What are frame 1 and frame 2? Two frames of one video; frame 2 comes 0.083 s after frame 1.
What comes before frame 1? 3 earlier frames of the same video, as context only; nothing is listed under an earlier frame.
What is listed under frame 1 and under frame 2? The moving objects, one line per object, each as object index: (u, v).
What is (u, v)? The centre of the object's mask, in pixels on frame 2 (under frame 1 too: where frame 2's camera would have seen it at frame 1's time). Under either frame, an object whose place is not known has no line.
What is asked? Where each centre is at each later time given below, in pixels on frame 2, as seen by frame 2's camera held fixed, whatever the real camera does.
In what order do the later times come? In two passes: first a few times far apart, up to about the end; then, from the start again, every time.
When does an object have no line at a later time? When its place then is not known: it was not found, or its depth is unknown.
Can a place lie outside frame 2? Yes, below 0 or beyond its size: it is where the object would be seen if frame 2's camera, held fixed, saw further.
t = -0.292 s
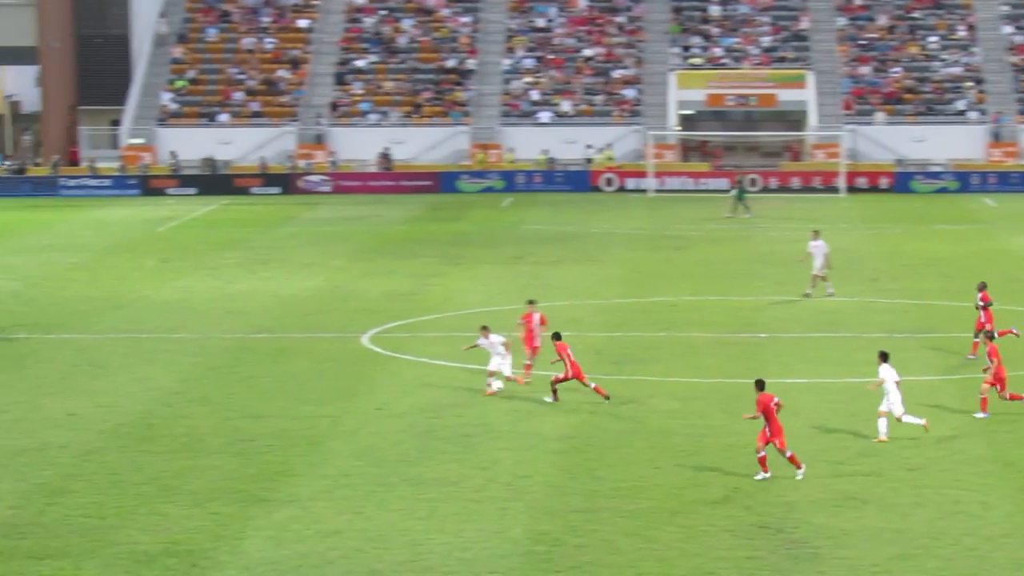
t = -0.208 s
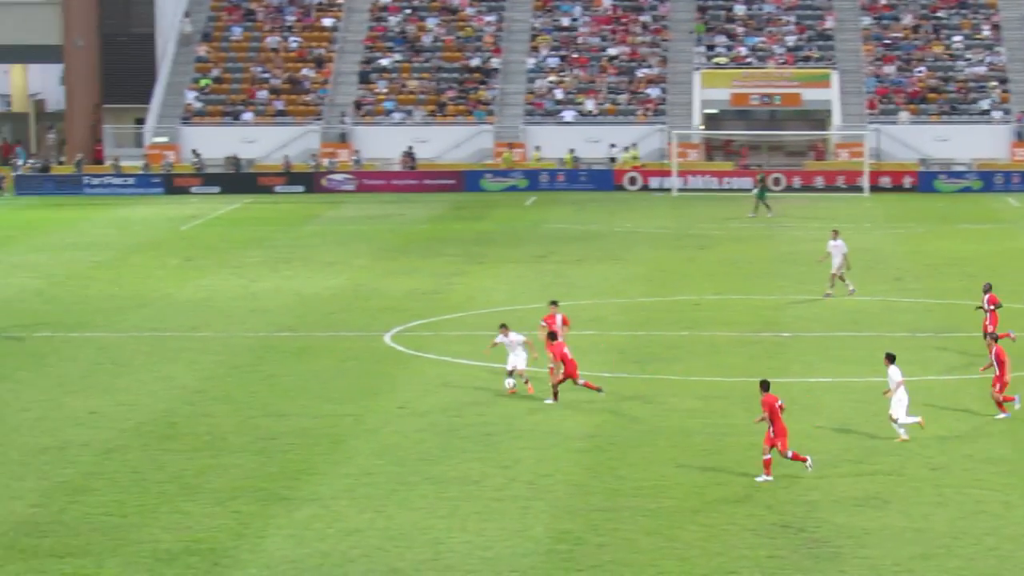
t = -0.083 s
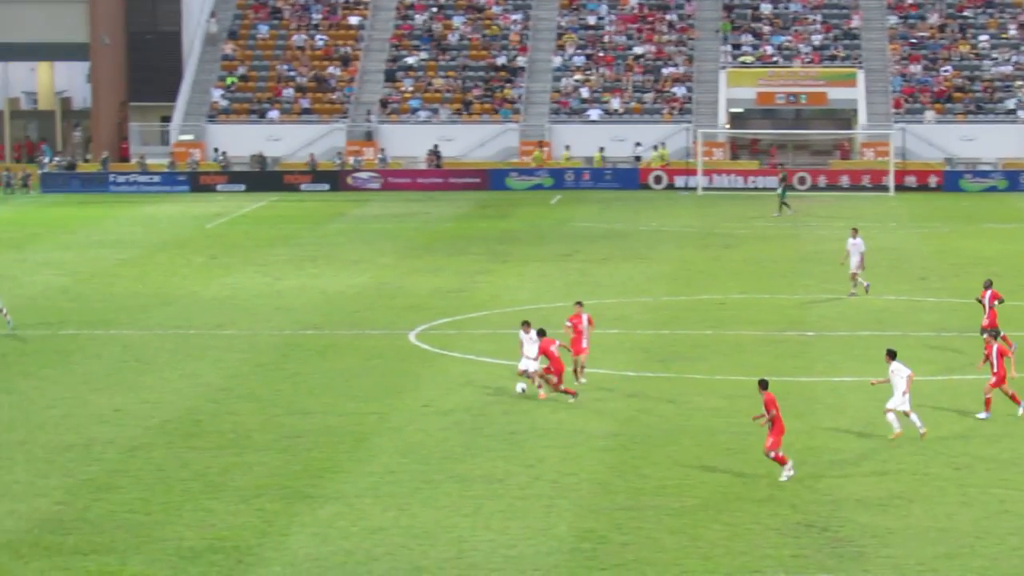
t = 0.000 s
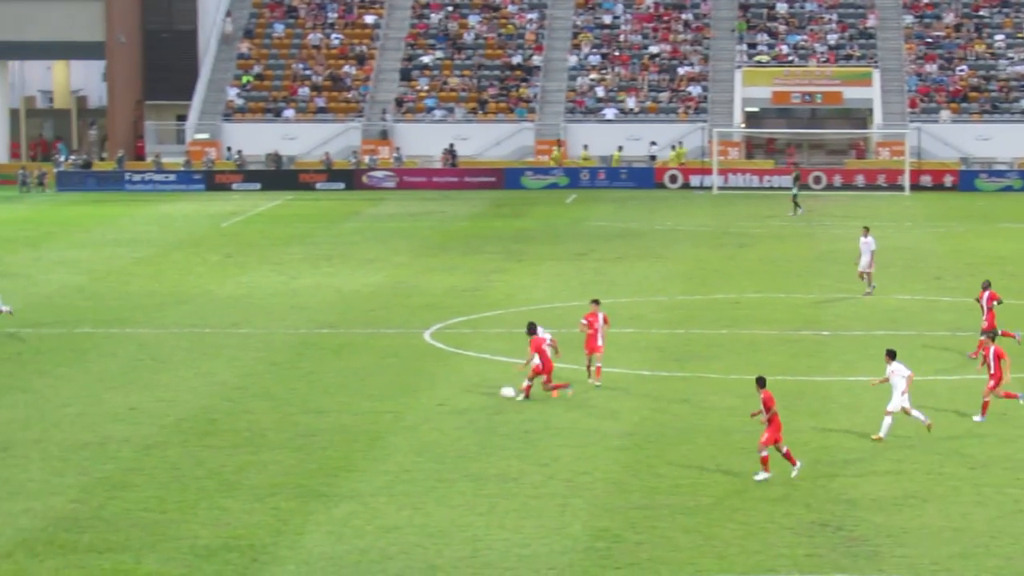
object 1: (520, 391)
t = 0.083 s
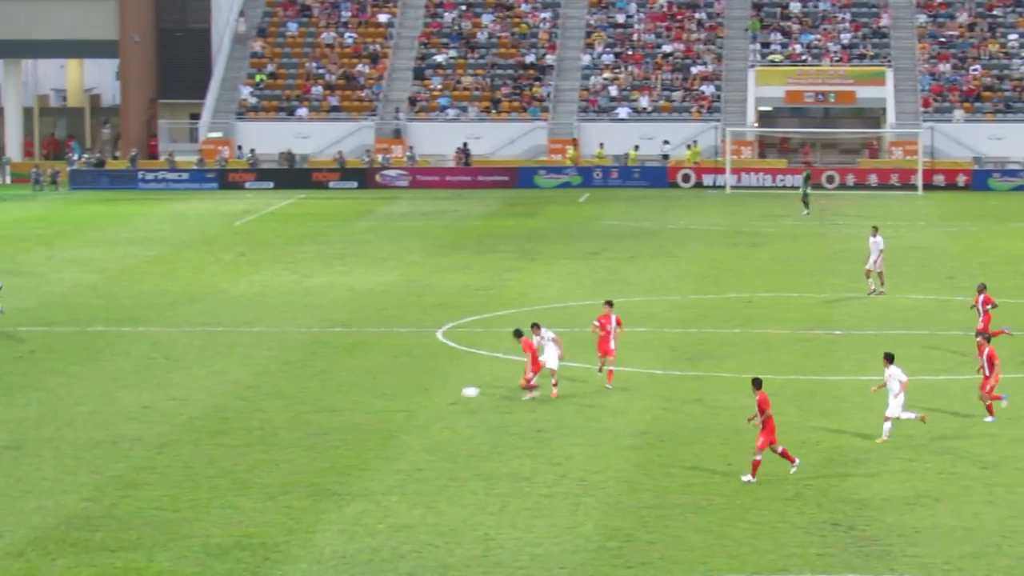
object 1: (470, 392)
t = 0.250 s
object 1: (369, 408)
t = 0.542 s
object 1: (218, 420)
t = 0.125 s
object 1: (446, 394)
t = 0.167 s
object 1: (420, 397)
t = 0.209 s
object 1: (395, 402)
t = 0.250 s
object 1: (369, 408)
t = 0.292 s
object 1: (347, 409)
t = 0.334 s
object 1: (324, 410)
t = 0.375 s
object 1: (301, 413)
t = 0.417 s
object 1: (279, 417)
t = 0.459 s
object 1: (257, 421)
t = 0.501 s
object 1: (237, 420)
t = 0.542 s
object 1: (218, 420)
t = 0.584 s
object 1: (198, 421)
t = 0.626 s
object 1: (178, 424)
